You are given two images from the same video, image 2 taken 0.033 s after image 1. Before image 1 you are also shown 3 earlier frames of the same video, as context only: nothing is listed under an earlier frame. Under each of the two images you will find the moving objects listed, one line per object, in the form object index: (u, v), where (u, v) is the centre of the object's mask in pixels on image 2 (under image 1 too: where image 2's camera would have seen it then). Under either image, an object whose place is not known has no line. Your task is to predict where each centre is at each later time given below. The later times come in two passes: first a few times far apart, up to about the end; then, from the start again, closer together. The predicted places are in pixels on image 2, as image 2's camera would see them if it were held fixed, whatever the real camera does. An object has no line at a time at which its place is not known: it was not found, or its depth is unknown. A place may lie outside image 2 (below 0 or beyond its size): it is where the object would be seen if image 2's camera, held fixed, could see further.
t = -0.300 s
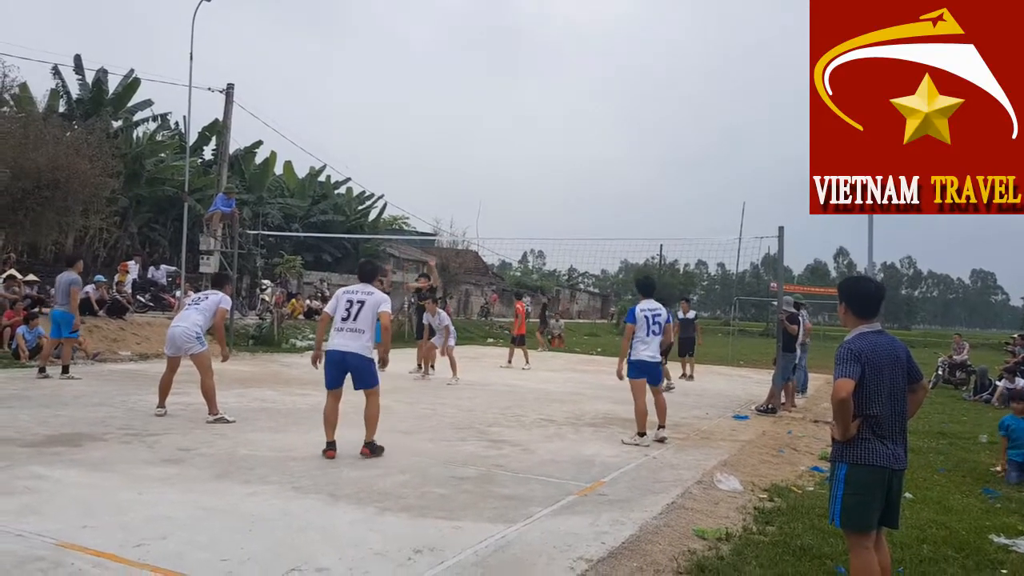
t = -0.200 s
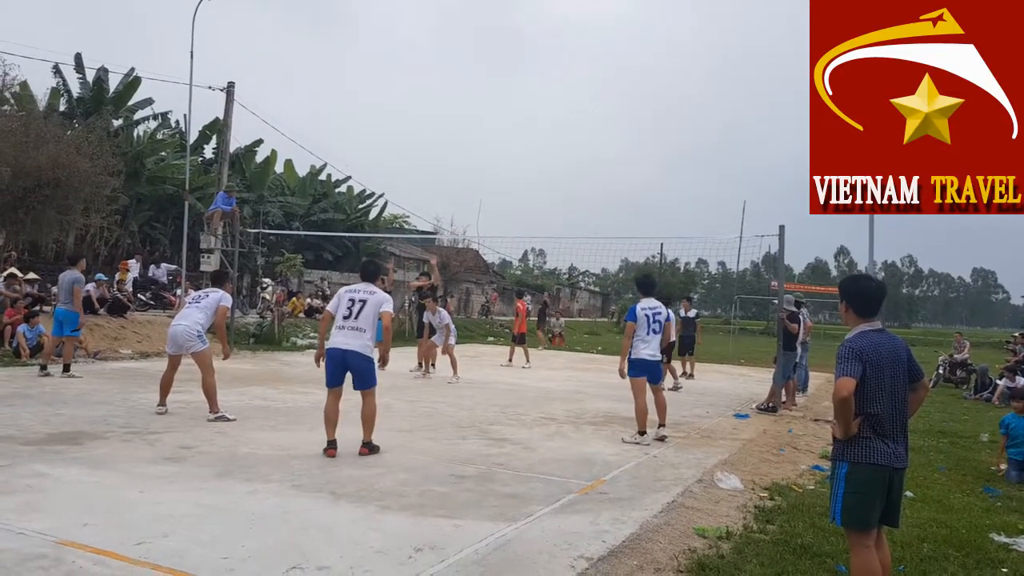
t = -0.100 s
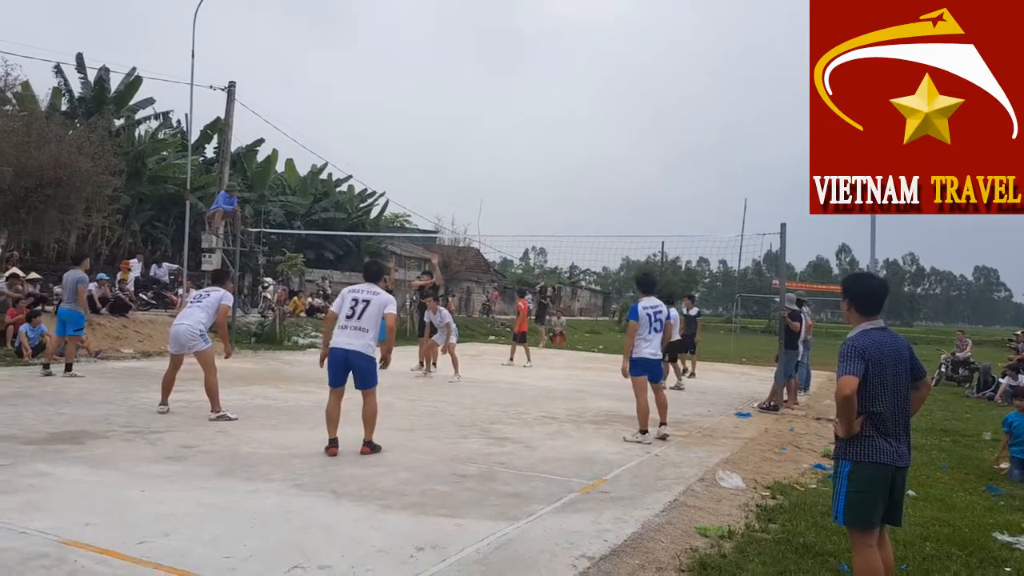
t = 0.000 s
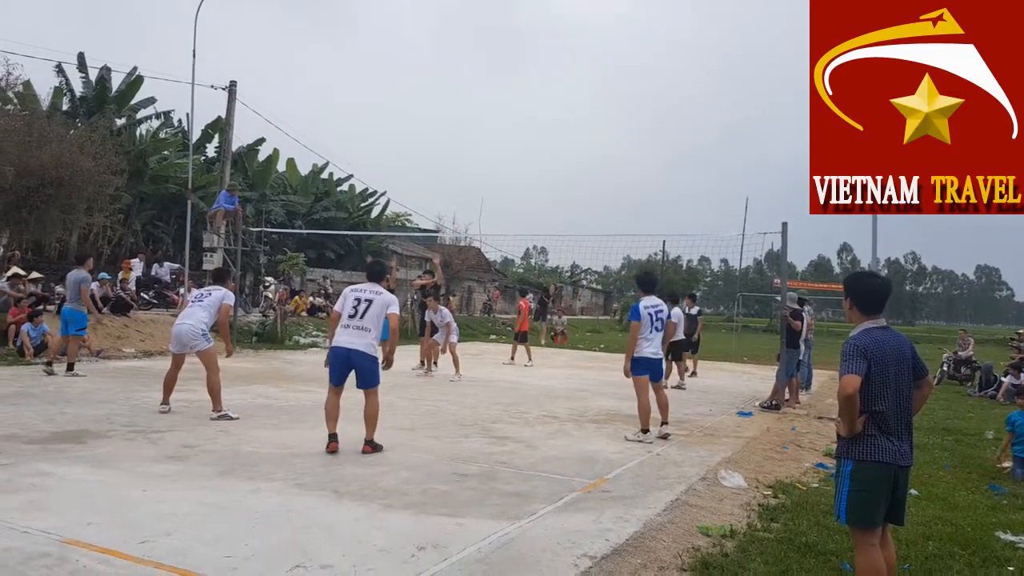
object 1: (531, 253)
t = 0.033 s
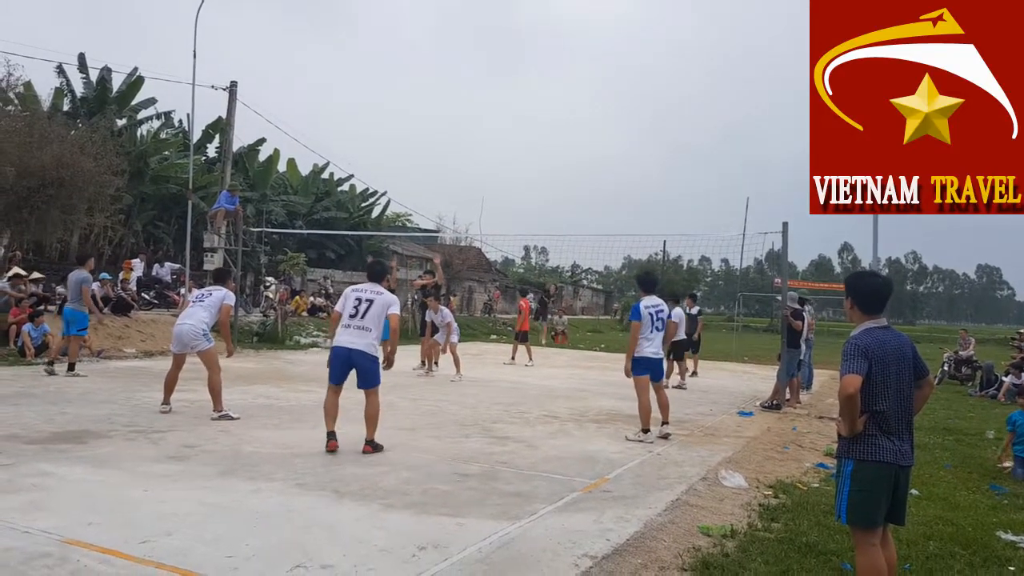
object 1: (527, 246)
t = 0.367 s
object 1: (476, 187)
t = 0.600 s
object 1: (425, 158)
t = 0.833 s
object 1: (351, 157)
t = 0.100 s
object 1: (517, 234)
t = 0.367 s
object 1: (476, 187)
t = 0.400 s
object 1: (469, 181)
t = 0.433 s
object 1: (462, 176)
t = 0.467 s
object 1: (456, 172)
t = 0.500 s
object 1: (448, 167)
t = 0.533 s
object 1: (441, 164)
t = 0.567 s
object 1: (433, 161)
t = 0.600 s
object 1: (425, 158)
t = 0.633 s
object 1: (417, 156)
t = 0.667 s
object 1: (407, 154)
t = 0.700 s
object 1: (398, 153)
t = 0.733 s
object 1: (387, 153)
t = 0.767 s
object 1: (375, 153)
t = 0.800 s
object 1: (364, 155)
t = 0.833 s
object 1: (351, 157)
